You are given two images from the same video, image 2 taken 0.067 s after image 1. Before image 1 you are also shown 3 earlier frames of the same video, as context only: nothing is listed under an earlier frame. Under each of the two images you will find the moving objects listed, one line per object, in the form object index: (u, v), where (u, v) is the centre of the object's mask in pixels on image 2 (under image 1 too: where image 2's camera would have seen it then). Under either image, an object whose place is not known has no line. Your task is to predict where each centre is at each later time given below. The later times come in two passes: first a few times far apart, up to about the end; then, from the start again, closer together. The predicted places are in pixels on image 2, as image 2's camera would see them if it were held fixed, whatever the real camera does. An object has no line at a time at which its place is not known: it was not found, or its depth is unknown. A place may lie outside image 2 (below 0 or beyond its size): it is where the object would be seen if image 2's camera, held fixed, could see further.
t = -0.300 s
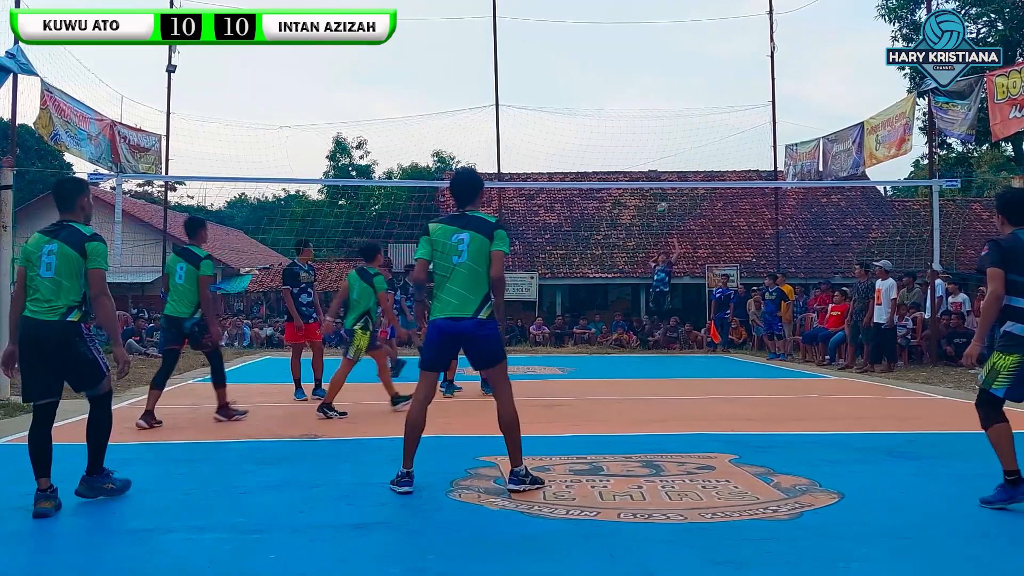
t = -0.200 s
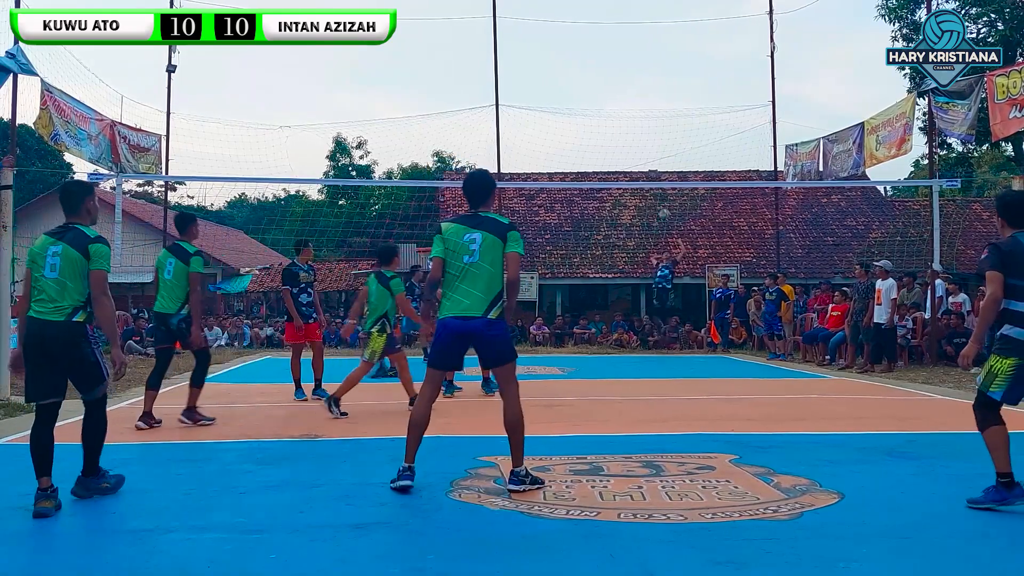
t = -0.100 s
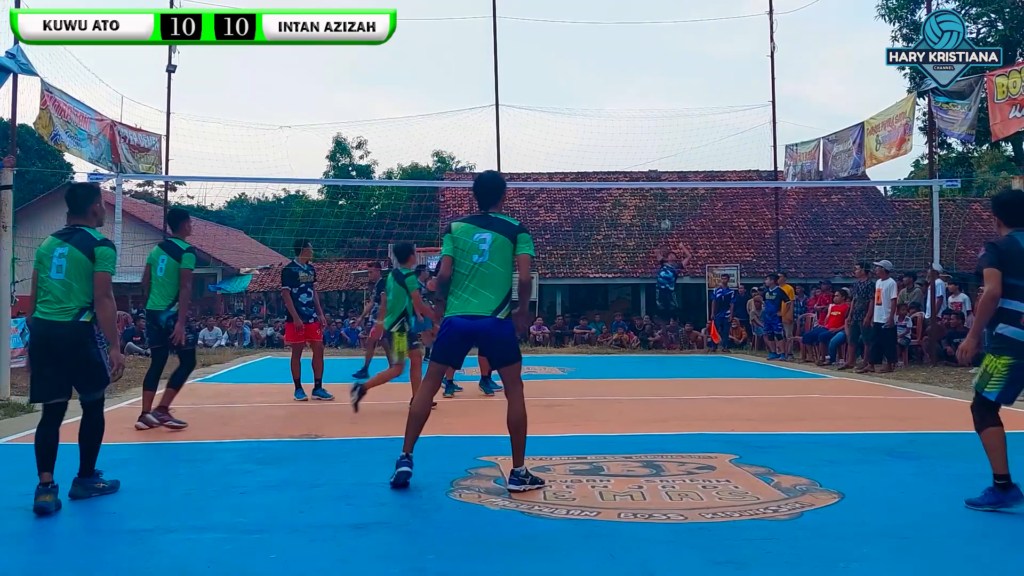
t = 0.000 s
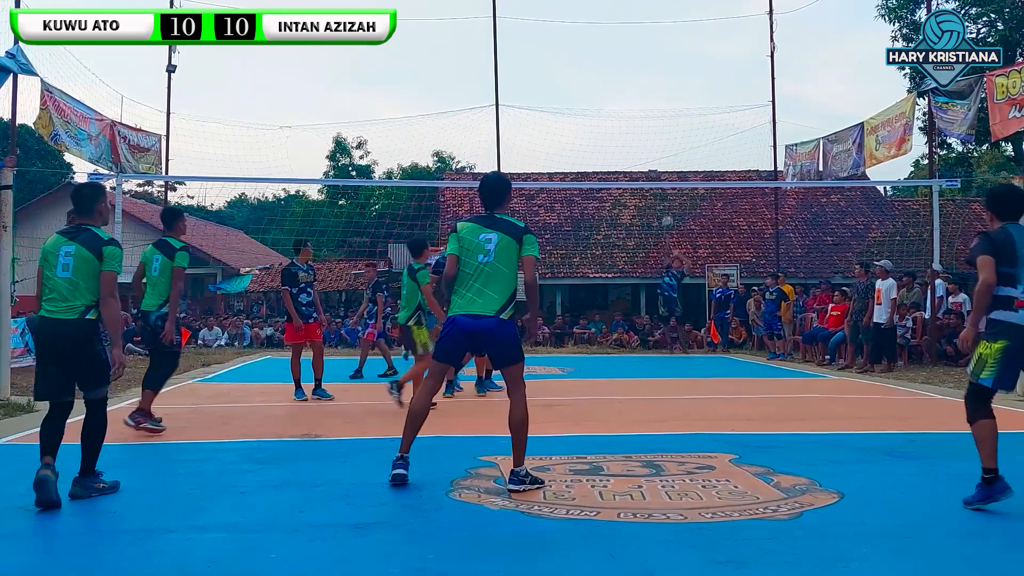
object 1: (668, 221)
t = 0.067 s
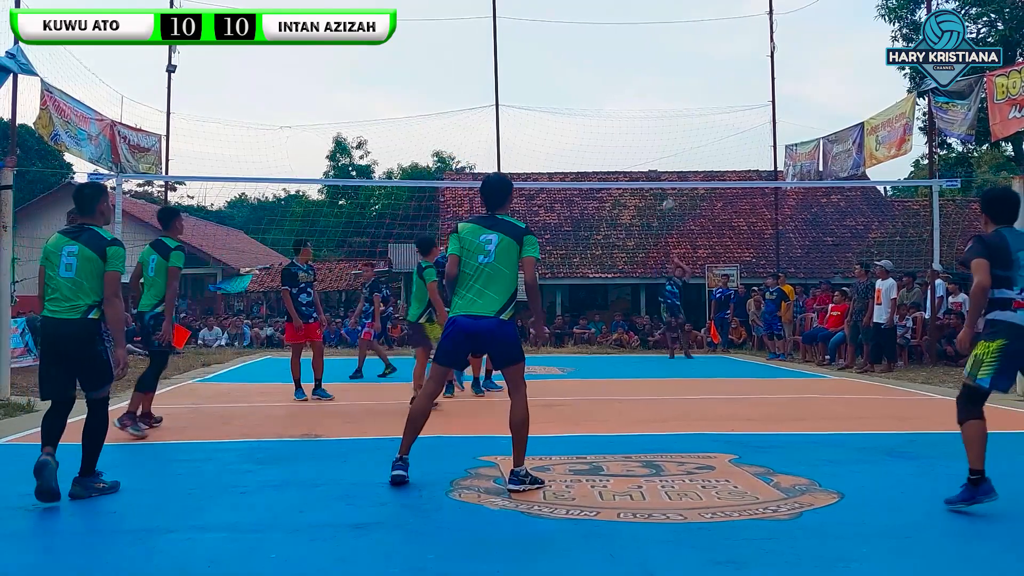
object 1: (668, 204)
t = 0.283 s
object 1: (669, 155)
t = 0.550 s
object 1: (671, 105)
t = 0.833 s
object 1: (658, 93)
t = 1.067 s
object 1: (622, 167)
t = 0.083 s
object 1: (668, 200)
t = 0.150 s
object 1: (667, 178)
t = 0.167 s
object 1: (667, 178)
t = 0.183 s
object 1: (668, 176)
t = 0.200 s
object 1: (669, 173)
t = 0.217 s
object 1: (668, 169)
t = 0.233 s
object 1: (668, 165)
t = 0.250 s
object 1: (668, 162)
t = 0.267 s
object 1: (668, 158)
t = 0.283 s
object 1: (669, 155)
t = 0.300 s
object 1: (669, 151)
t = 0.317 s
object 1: (669, 148)
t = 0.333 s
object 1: (669, 144)
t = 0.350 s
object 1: (669, 141)
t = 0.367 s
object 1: (670, 137)
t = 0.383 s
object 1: (670, 134)
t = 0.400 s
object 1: (670, 131)
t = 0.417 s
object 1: (670, 128)
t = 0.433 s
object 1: (670, 125)
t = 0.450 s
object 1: (670, 122)
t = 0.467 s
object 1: (671, 118)
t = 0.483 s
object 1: (671, 115)
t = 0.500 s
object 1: (671, 113)
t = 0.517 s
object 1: (671, 110)
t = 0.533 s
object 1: (671, 108)
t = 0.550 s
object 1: (671, 105)
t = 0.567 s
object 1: (671, 103)
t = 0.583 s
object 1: (671, 100)
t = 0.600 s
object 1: (670, 98)
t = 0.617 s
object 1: (670, 97)
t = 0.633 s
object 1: (670, 95)
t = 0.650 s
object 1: (669, 94)
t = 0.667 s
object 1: (669, 92)
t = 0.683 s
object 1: (668, 91)
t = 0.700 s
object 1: (667, 90)
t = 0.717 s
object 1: (667, 89)
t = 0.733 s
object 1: (666, 89)
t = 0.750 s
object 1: (665, 89)
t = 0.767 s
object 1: (663, 89)
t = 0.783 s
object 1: (662, 89)
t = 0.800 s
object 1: (661, 90)
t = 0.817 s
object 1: (659, 91)
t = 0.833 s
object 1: (658, 93)
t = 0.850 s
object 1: (656, 95)
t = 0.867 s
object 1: (654, 97)
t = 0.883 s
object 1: (652, 100)
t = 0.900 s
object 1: (650, 103)
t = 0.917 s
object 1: (647, 107)
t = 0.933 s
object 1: (645, 111)
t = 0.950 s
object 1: (642, 116)
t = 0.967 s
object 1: (639, 122)
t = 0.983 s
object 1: (636, 127)
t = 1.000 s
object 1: (634, 134)
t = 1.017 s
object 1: (631, 141)
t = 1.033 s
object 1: (628, 149)
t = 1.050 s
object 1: (625, 157)
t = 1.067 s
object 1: (622, 167)
